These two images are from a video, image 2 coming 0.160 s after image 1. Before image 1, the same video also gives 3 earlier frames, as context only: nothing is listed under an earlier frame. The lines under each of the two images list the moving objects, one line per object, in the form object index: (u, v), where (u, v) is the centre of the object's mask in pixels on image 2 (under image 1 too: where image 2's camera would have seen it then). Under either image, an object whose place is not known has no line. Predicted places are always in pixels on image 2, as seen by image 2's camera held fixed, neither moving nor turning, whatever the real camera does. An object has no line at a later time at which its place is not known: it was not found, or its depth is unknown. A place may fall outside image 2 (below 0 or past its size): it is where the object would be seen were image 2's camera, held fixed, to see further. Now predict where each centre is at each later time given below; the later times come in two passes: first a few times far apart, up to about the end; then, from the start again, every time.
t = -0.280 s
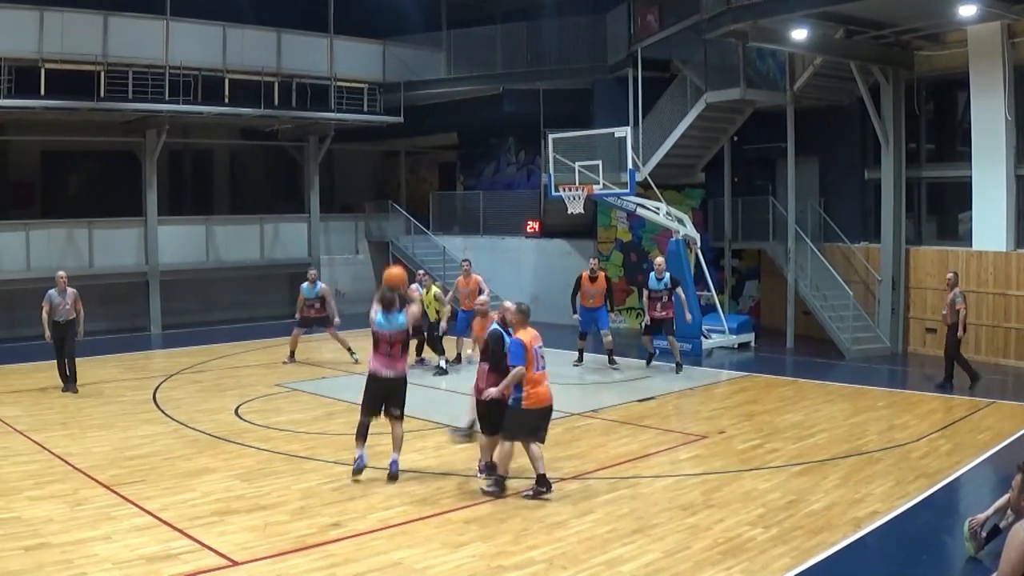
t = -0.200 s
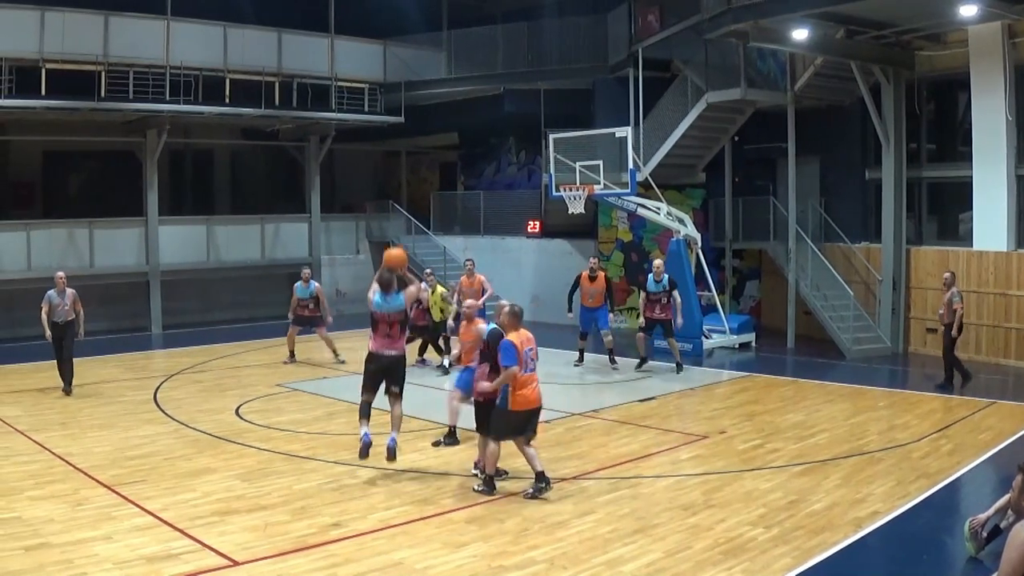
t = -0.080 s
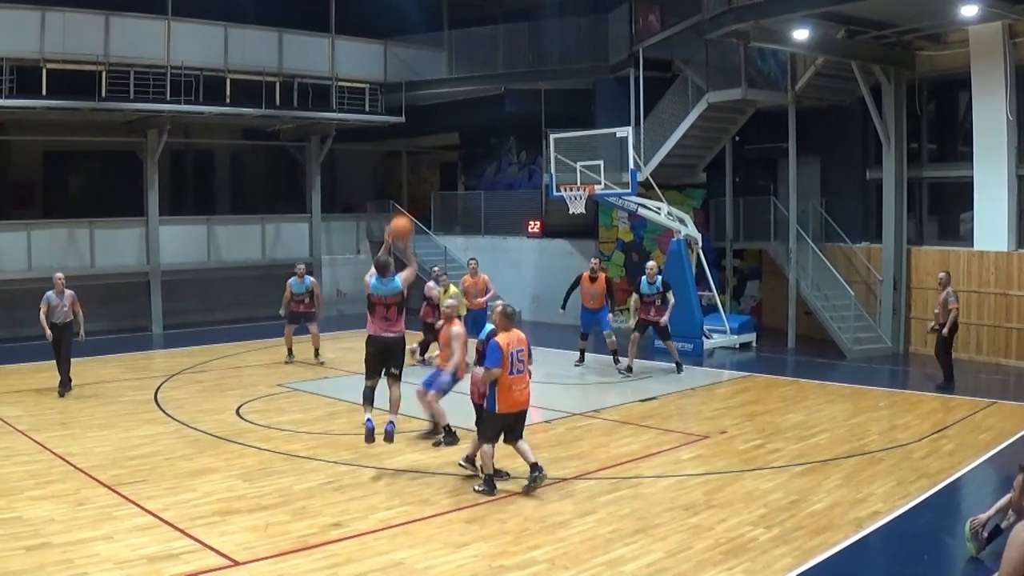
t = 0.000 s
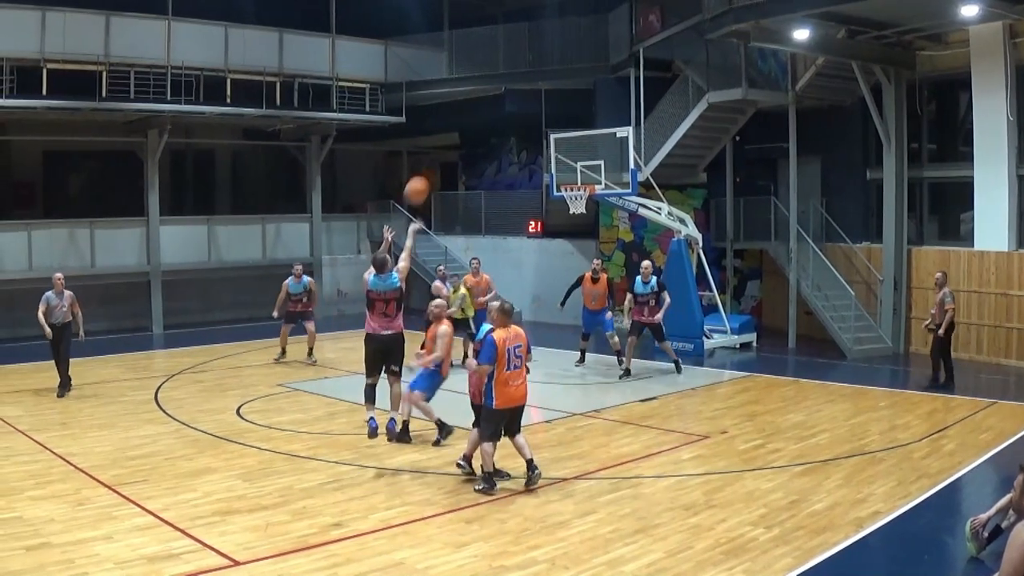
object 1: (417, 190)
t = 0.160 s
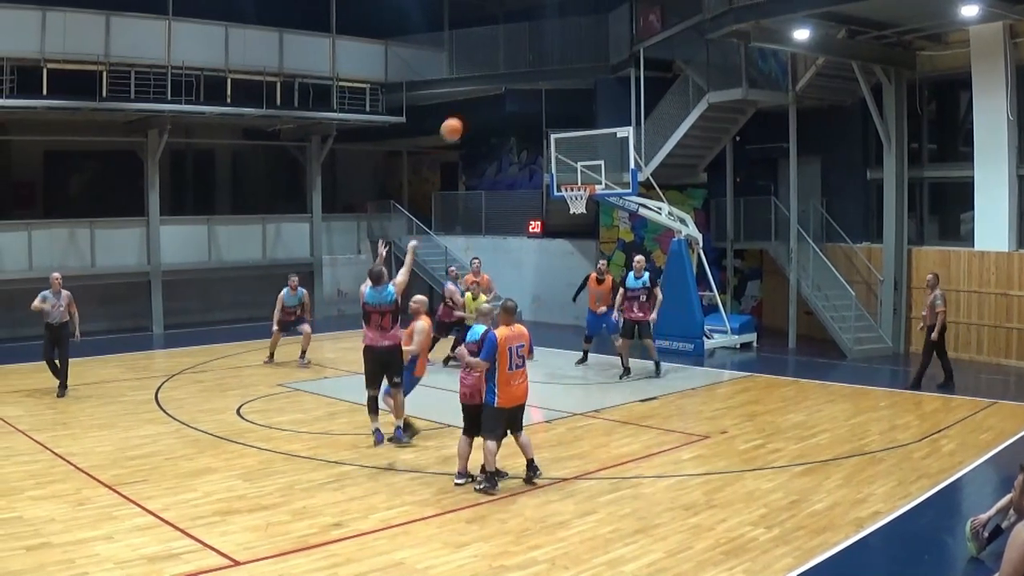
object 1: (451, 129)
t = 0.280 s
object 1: (473, 103)
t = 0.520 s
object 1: (512, 89)
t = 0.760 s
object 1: (541, 113)
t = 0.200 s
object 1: (459, 119)
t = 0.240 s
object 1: (466, 110)
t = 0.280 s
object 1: (473, 103)
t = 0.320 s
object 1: (481, 97)
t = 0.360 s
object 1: (488, 93)
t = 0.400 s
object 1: (494, 90)
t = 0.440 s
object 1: (500, 89)
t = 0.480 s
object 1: (506, 88)
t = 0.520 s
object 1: (512, 89)
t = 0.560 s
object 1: (517, 90)
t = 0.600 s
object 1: (523, 93)
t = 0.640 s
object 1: (528, 97)
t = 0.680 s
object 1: (532, 101)
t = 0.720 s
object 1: (537, 107)
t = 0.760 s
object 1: (541, 113)
